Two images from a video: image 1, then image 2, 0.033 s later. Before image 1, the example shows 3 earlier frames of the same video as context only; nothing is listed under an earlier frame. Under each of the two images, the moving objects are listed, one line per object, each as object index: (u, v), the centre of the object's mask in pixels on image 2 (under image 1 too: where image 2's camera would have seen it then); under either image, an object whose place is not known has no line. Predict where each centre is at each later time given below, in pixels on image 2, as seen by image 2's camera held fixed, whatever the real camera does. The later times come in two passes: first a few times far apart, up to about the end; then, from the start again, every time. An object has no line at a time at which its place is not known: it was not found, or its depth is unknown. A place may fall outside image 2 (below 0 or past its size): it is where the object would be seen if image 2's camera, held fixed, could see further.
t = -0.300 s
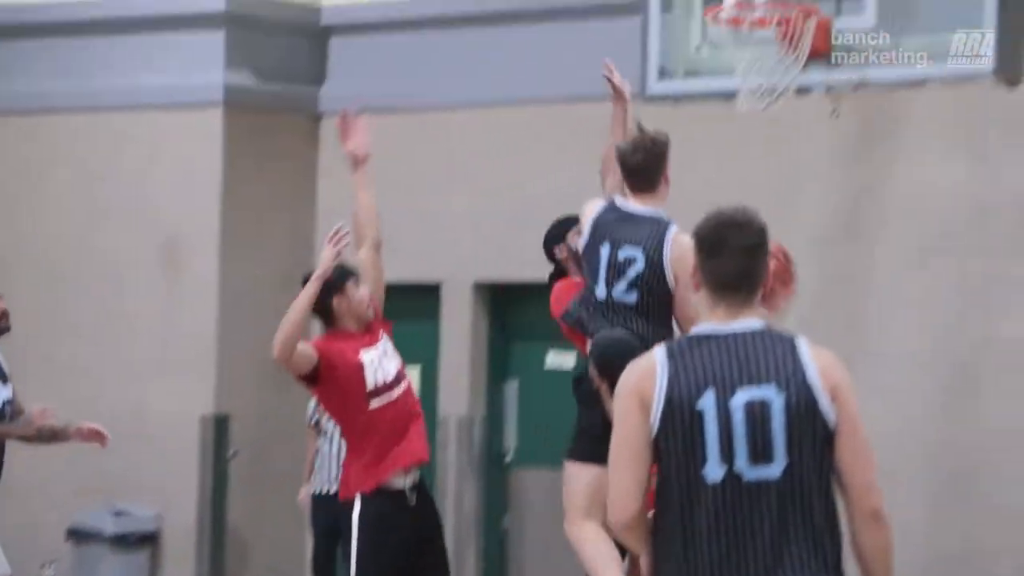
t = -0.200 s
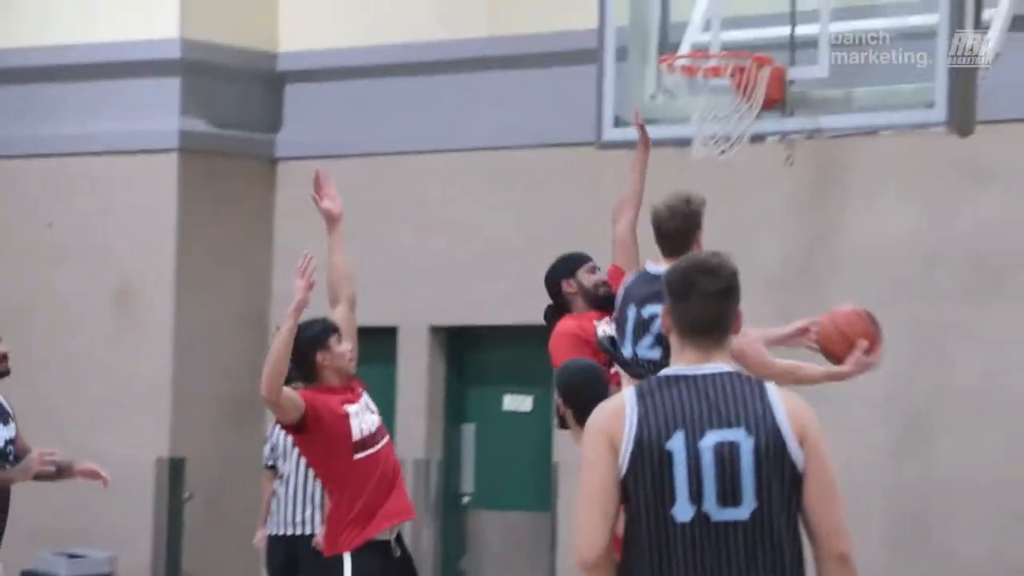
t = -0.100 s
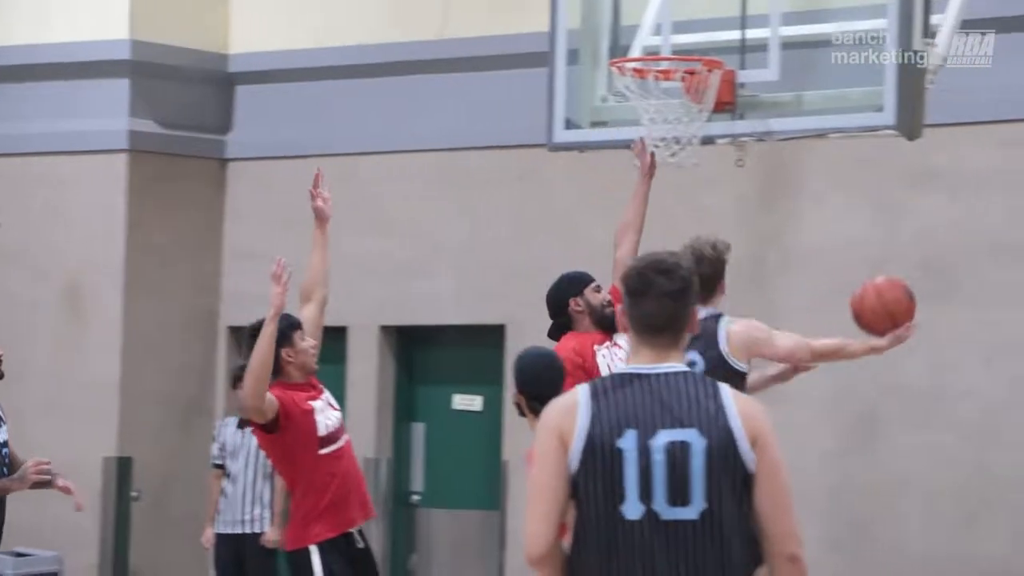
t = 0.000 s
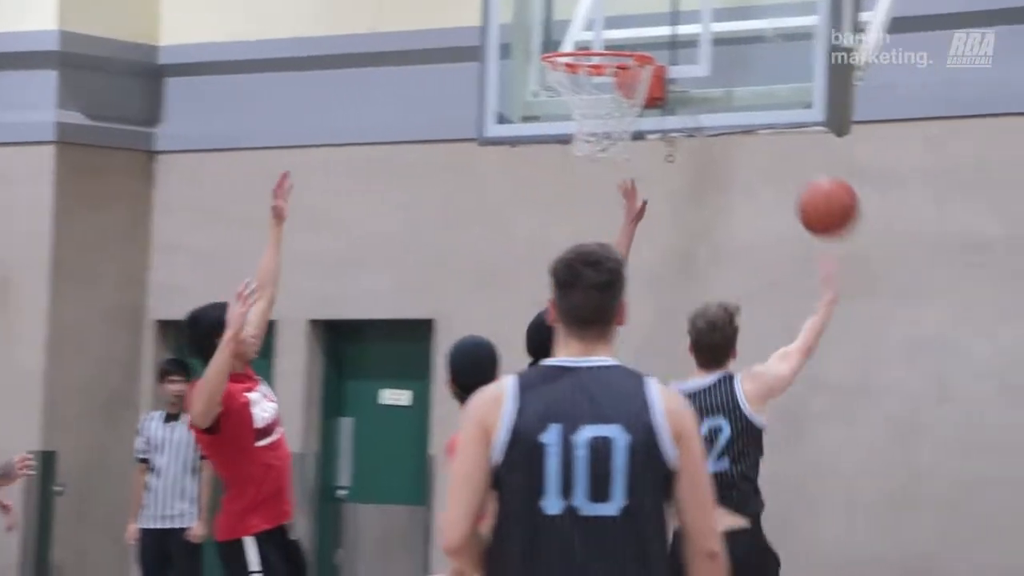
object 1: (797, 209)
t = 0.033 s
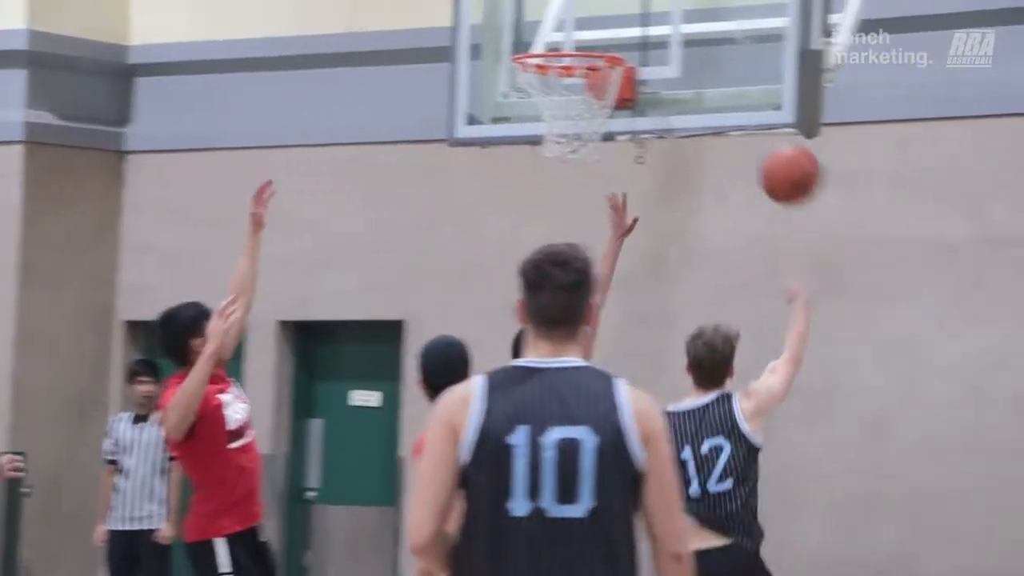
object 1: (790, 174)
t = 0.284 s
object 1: (732, 4)
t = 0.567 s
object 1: (628, -32)
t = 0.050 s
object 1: (786, 158)
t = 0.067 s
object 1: (782, 142)
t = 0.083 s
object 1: (779, 128)
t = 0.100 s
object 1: (778, 113)
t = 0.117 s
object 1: (773, 100)
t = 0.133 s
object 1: (769, 87)
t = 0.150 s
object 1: (764, 76)
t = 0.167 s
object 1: (759, 64)
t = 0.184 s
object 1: (756, 54)
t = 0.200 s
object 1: (753, 44)
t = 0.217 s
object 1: (749, 35)
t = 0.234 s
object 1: (744, 26)
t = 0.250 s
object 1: (741, 18)
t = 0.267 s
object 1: (736, 11)
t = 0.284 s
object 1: (732, 4)
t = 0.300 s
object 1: (727, -2)
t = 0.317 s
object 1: (723, -6)
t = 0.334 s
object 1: (719, -10)
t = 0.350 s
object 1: (715, -14)
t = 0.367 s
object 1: (711, -17)
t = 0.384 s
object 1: (707, -19)
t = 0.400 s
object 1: (703, -20)
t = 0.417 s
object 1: (699, -21)
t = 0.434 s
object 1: (694, -22)
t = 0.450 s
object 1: (686, -26)
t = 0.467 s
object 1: (677, -28)
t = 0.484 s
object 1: (669, -31)
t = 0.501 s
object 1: (661, -32)
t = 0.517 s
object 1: (652, -33)
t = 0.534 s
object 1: (644, -33)
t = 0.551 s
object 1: (636, -33)
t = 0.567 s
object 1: (628, -32)
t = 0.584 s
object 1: (620, -30)
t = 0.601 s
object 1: (611, -28)
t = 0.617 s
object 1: (604, -25)
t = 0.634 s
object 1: (596, -21)
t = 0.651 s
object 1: (588, -17)
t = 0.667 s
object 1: (580, -12)
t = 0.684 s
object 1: (573, -7)
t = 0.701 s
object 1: (565, -1)
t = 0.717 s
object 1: (557, 6)
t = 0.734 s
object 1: (549, 13)
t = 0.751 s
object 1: (541, 22)
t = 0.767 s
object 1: (534, 29)
